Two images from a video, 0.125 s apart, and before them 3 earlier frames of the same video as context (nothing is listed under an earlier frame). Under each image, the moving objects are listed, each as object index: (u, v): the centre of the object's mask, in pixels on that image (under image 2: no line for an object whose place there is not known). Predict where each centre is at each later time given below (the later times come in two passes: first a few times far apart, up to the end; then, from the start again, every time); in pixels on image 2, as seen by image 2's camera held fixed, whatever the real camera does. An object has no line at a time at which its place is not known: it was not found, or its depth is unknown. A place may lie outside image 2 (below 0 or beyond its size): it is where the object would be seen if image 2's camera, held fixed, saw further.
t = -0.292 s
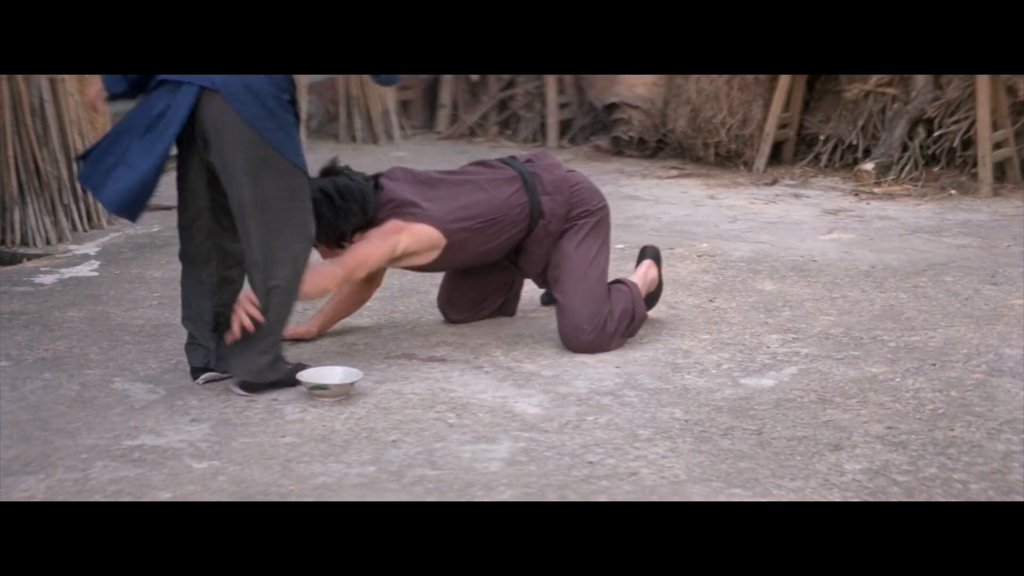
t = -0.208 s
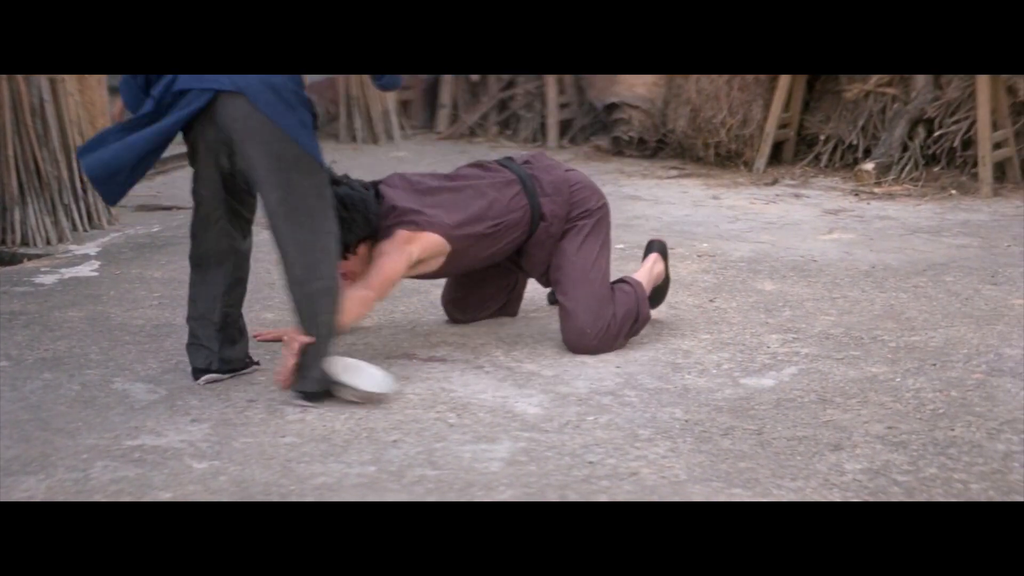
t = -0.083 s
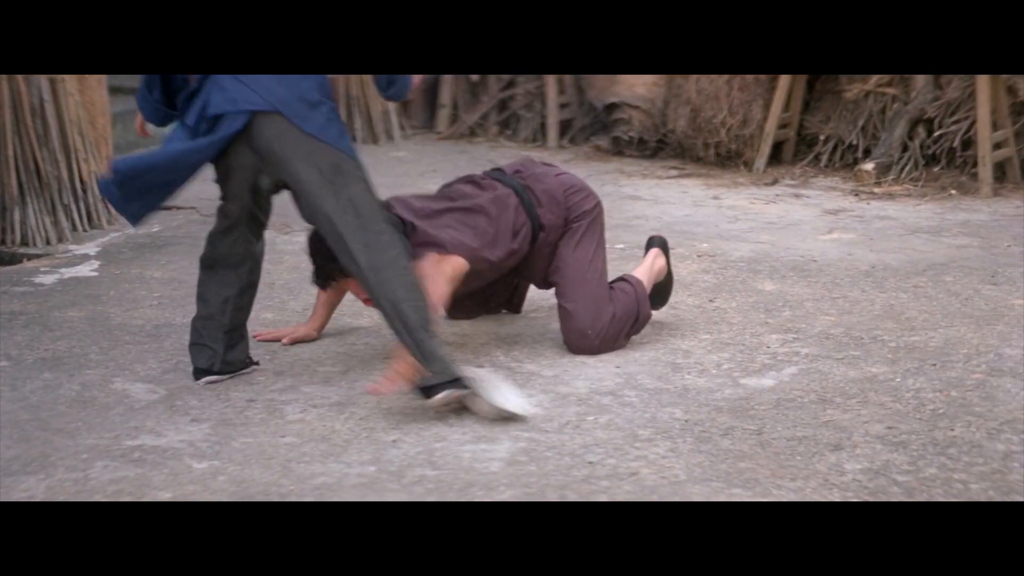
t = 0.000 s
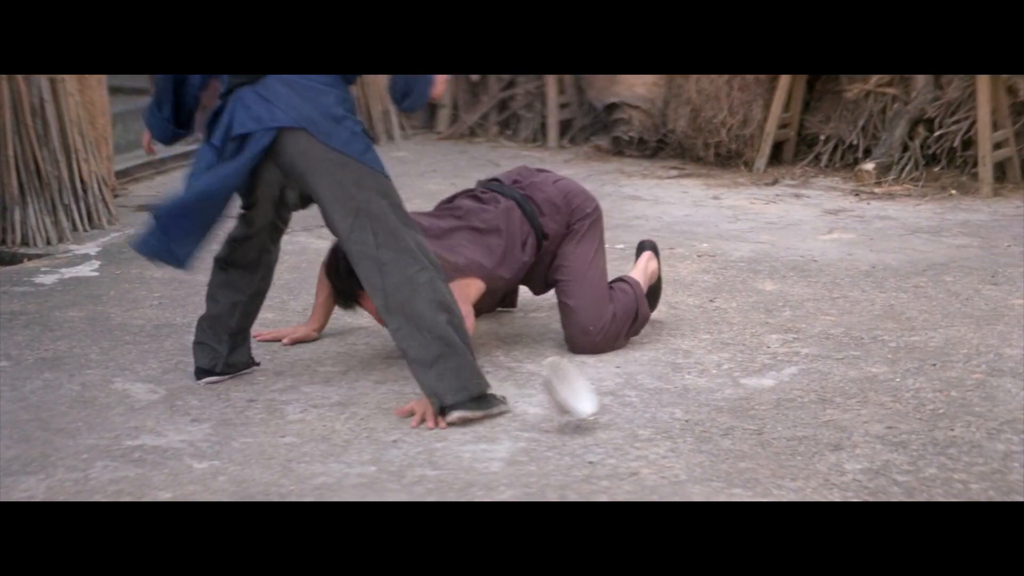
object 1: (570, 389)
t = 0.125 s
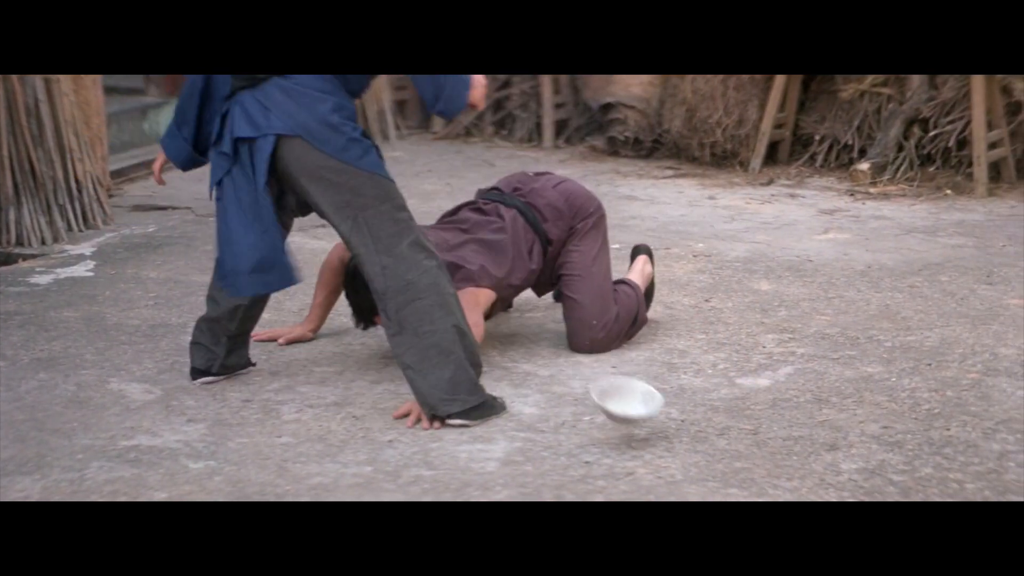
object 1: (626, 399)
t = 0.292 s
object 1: (668, 431)
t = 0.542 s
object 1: (665, 432)
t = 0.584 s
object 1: (665, 432)
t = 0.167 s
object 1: (647, 422)
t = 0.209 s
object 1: (658, 430)
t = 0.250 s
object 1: (663, 430)
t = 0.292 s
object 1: (668, 431)
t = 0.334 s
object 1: (668, 430)
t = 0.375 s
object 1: (664, 432)
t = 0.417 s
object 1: (663, 432)
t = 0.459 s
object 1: (664, 433)
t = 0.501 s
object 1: (664, 433)
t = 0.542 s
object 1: (665, 432)
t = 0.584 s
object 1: (665, 432)
